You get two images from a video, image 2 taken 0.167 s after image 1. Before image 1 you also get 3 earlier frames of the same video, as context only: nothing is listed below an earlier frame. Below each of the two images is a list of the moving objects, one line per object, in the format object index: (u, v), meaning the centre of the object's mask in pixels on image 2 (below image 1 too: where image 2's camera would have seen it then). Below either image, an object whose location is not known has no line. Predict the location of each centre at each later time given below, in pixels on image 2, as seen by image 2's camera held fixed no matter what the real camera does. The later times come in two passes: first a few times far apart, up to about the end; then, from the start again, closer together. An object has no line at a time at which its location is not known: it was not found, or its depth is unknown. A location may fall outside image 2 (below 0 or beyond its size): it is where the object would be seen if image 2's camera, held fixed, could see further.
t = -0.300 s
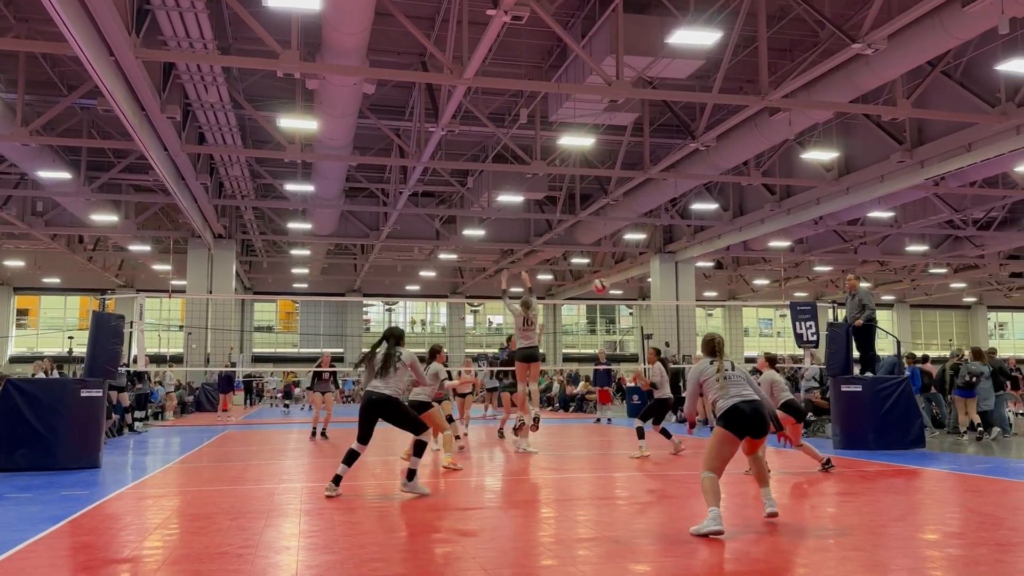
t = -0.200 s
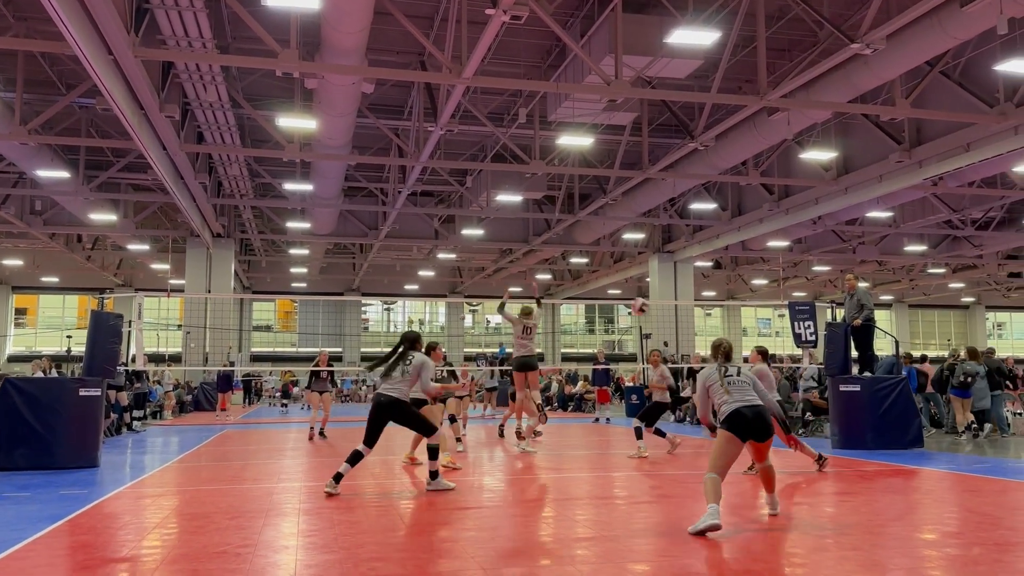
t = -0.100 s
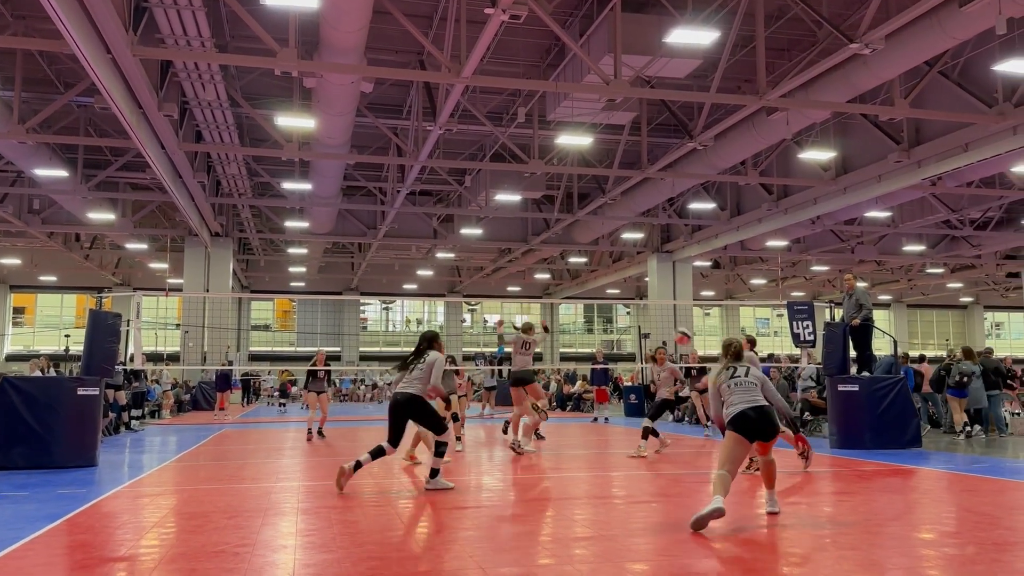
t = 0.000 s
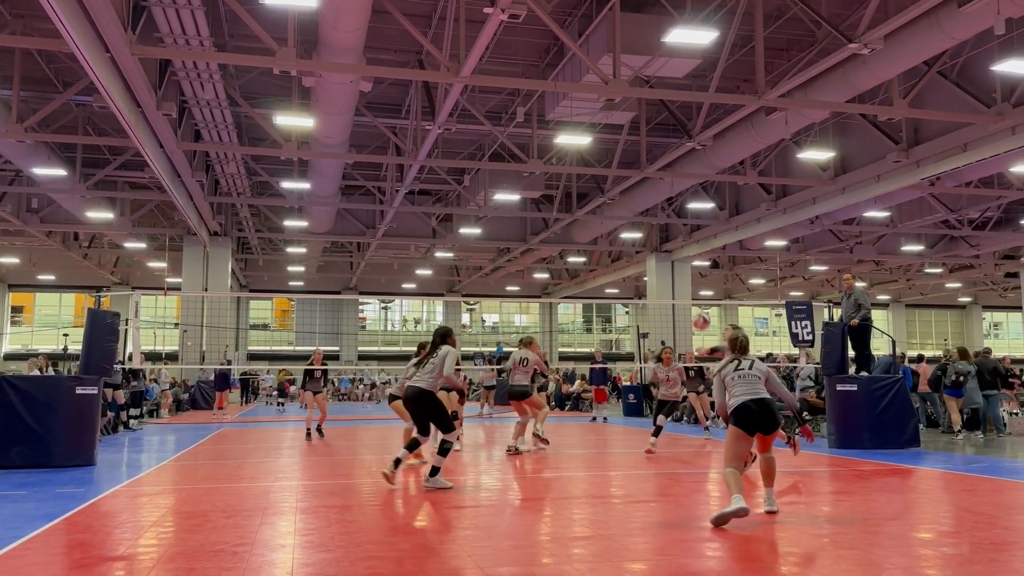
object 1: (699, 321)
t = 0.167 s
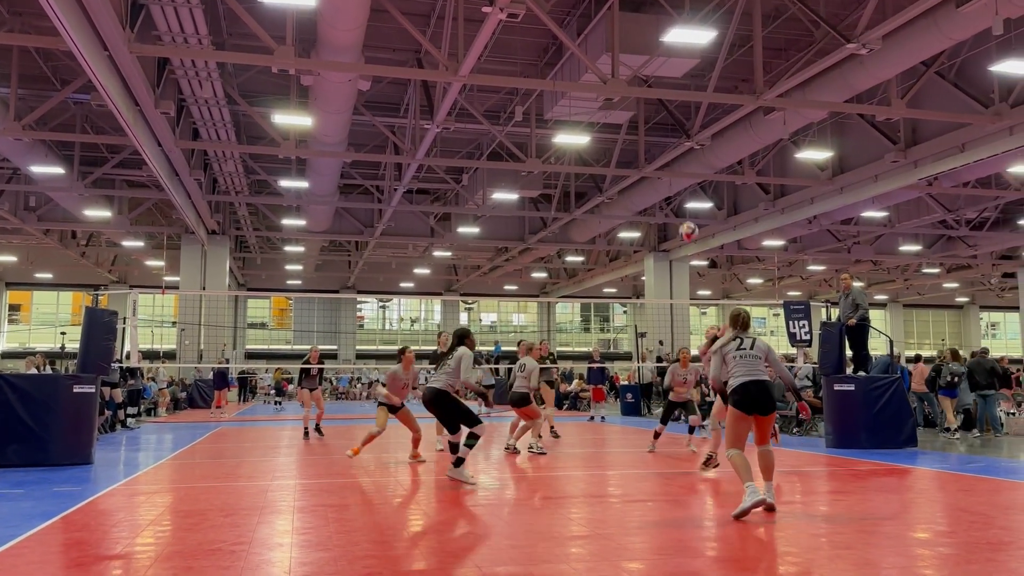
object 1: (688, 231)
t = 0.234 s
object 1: (684, 203)
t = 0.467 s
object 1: (671, 133)
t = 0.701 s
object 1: (659, 108)
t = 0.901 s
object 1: (648, 124)
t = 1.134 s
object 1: (636, 189)
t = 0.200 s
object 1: (686, 217)
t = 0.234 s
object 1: (684, 203)
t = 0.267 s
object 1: (682, 190)
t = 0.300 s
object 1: (681, 178)
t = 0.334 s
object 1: (679, 167)
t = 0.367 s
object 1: (677, 157)
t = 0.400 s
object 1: (675, 148)
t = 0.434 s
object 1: (673, 139)
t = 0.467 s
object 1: (671, 133)
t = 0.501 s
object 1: (670, 126)
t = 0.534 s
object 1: (668, 121)
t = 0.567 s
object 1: (666, 116)
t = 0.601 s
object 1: (664, 113)
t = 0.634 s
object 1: (662, 110)
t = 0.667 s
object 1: (661, 109)
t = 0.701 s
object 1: (659, 108)
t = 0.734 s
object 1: (657, 108)
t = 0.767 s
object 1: (655, 110)
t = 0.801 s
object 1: (654, 112)
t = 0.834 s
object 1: (652, 115)
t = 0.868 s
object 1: (650, 119)
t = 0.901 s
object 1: (648, 124)
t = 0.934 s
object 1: (647, 131)
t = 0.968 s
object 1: (645, 138)
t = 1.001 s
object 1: (643, 147)
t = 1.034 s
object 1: (641, 156)
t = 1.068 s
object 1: (639, 165)
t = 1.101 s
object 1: (638, 177)
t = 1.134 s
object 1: (636, 189)
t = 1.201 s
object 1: (634, 204)
